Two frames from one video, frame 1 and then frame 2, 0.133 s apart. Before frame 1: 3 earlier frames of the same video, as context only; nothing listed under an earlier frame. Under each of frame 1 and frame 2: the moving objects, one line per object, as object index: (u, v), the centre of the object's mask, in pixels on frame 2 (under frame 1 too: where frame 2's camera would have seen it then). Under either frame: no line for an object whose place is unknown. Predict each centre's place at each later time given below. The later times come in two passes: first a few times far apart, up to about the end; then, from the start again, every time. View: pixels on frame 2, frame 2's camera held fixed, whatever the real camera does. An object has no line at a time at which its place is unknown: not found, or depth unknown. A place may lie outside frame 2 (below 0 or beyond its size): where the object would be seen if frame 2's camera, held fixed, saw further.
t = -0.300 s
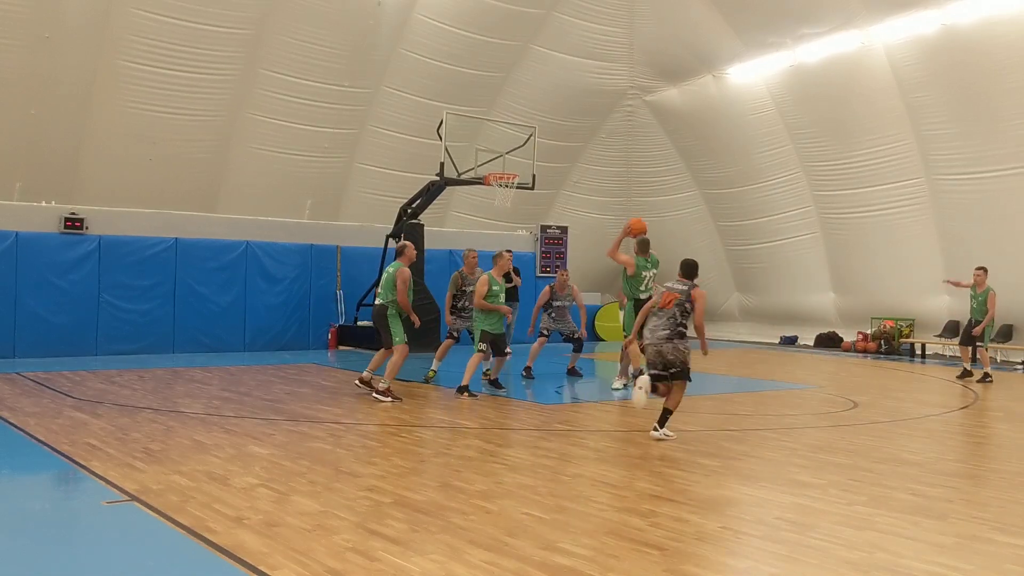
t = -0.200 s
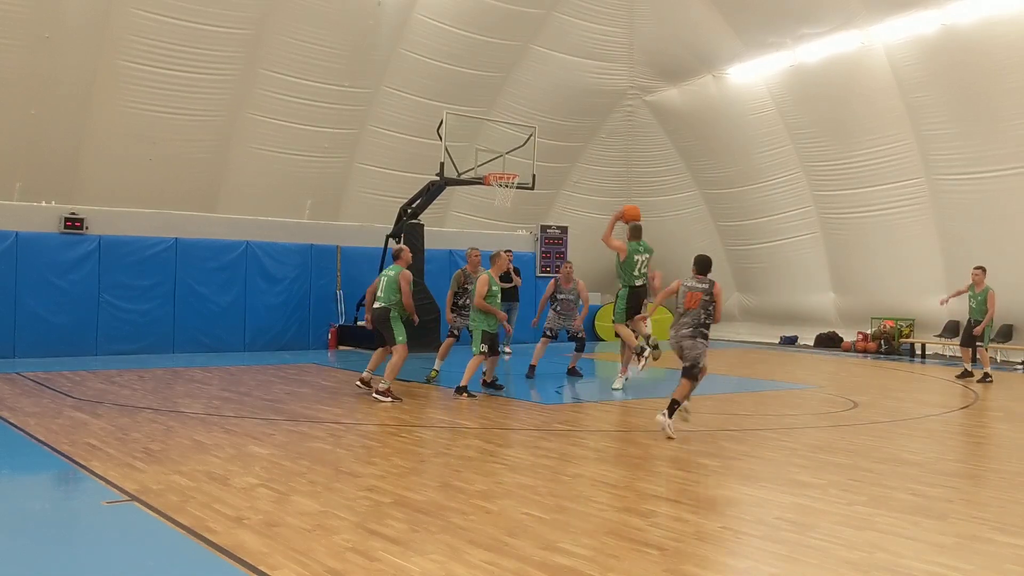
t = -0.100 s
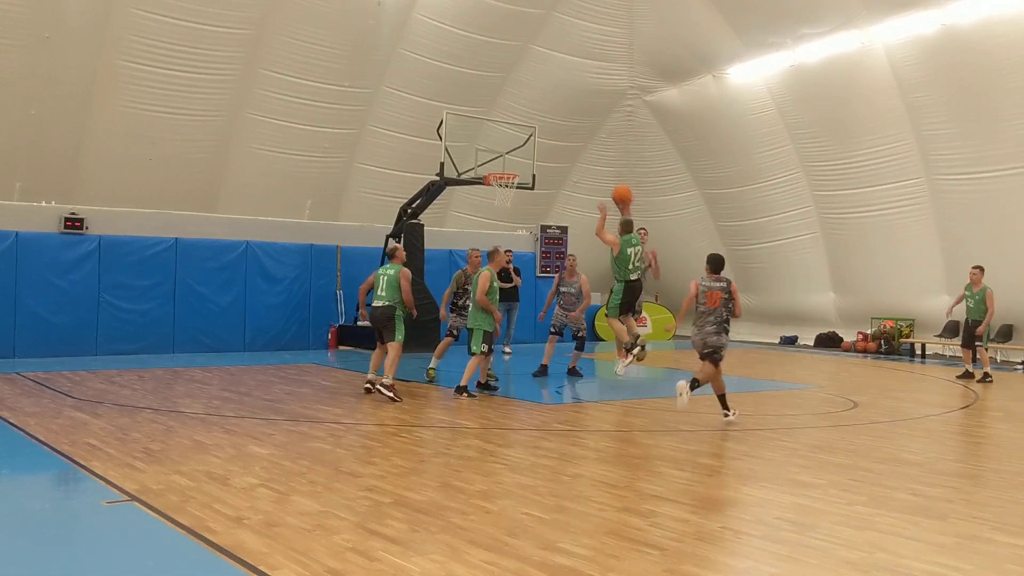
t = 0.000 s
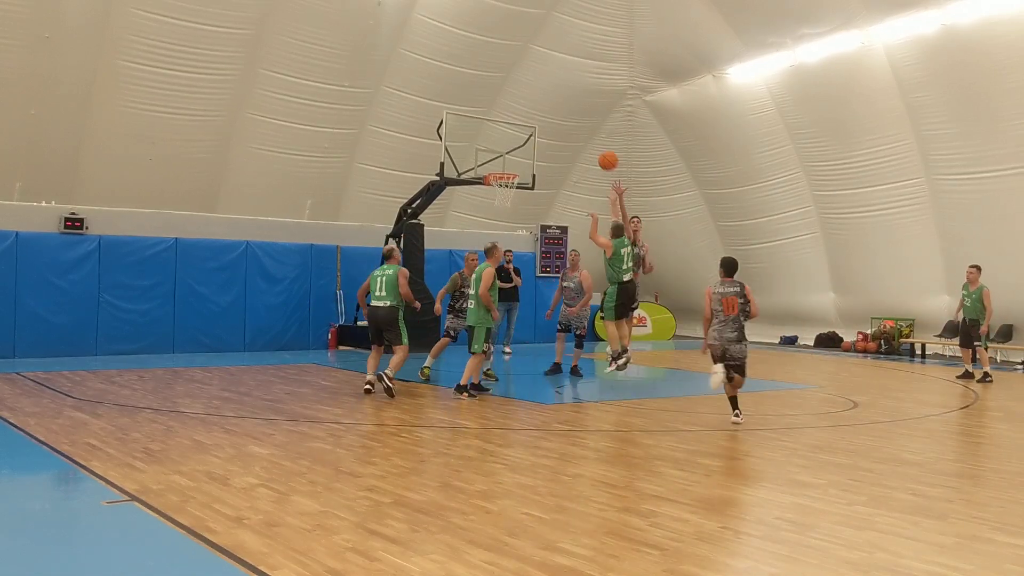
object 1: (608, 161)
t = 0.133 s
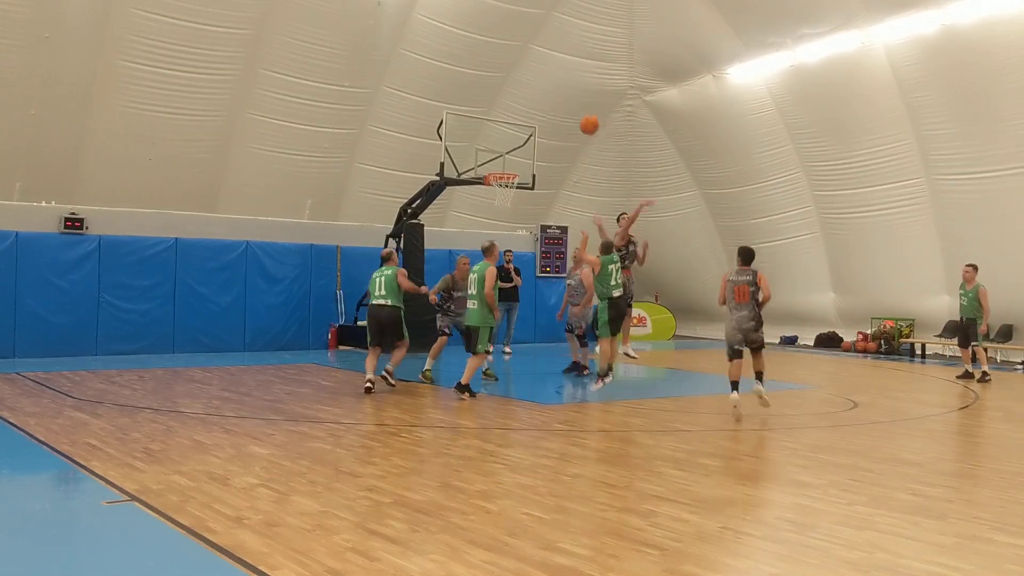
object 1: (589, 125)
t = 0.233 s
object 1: (576, 109)
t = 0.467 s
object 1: (548, 101)
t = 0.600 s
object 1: (533, 114)
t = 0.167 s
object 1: (585, 119)
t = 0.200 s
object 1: (580, 112)
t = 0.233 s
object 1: (576, 109)
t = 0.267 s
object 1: (572, 105)
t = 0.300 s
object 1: (567, 102)
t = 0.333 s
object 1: (564, 100)
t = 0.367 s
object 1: (560, 100)
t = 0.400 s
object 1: (555, 99)
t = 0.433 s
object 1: (552, 100)
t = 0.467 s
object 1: (548, 101)
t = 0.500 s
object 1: (544, 103)
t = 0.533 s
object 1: (540, 106)
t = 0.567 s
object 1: (537, 110)
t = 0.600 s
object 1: (533, 114)
